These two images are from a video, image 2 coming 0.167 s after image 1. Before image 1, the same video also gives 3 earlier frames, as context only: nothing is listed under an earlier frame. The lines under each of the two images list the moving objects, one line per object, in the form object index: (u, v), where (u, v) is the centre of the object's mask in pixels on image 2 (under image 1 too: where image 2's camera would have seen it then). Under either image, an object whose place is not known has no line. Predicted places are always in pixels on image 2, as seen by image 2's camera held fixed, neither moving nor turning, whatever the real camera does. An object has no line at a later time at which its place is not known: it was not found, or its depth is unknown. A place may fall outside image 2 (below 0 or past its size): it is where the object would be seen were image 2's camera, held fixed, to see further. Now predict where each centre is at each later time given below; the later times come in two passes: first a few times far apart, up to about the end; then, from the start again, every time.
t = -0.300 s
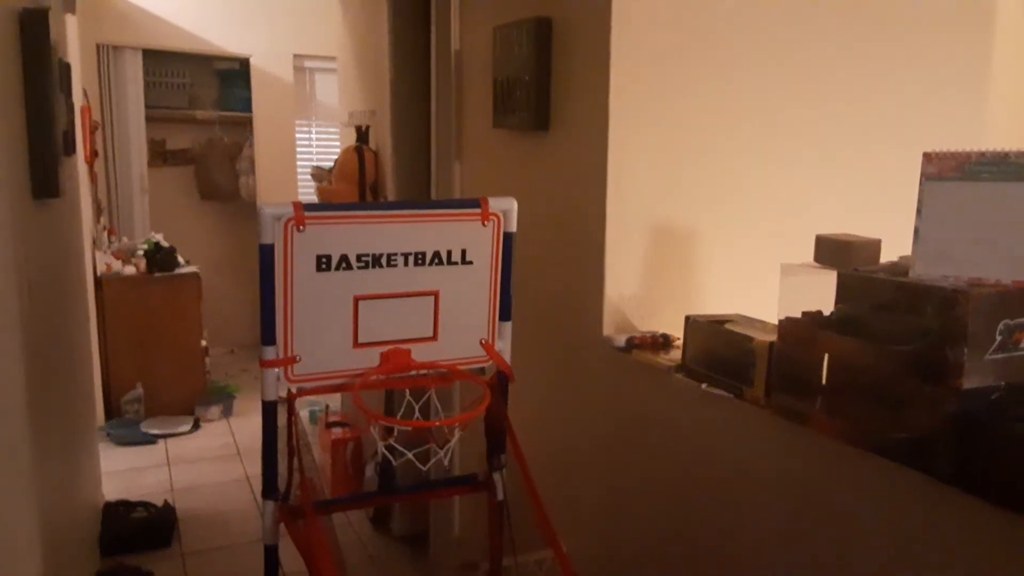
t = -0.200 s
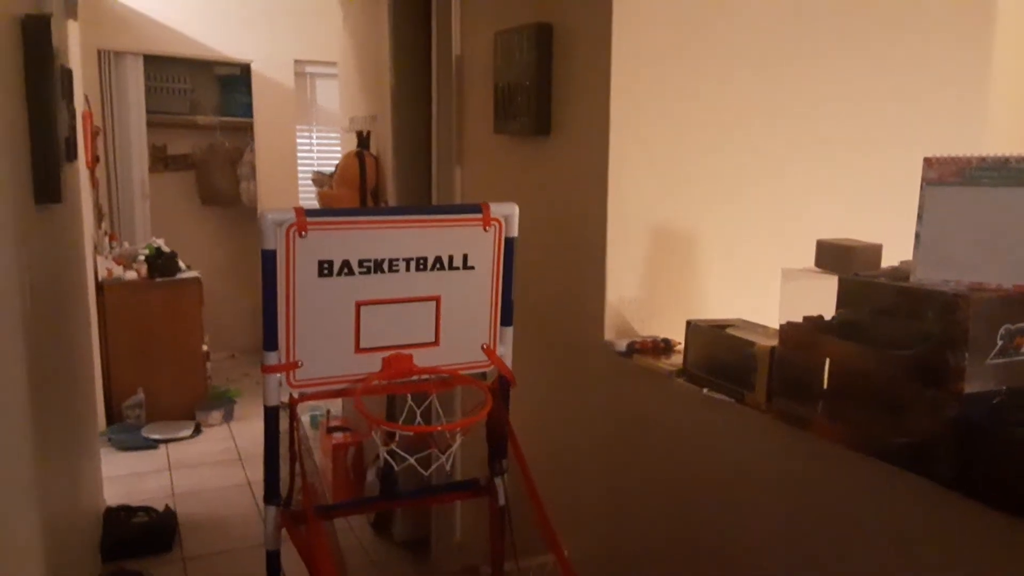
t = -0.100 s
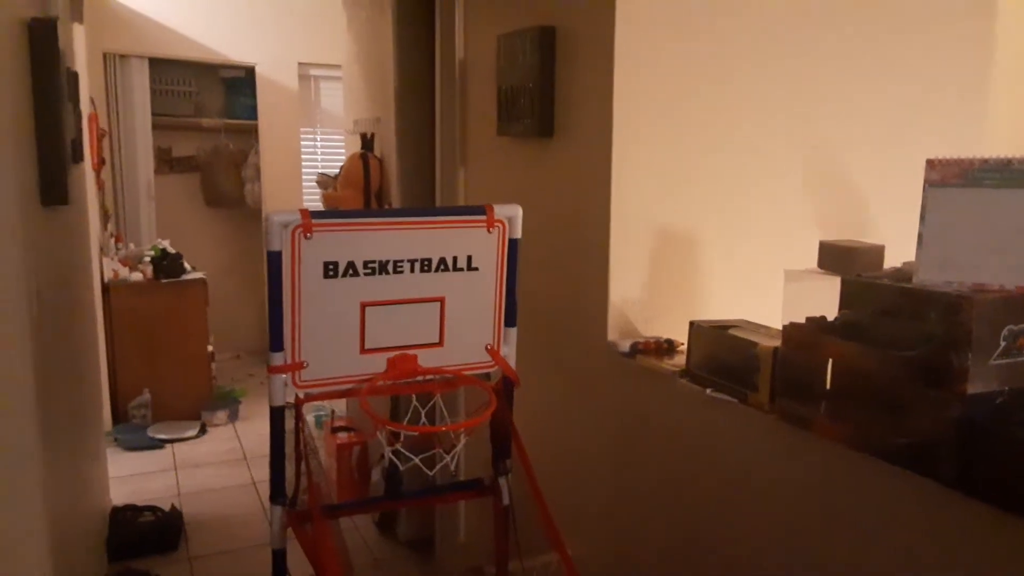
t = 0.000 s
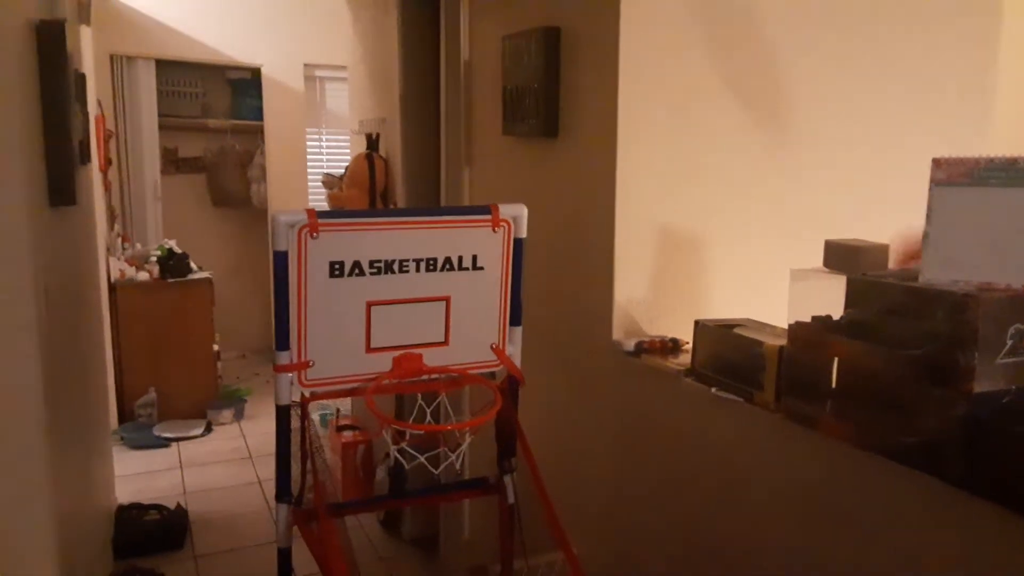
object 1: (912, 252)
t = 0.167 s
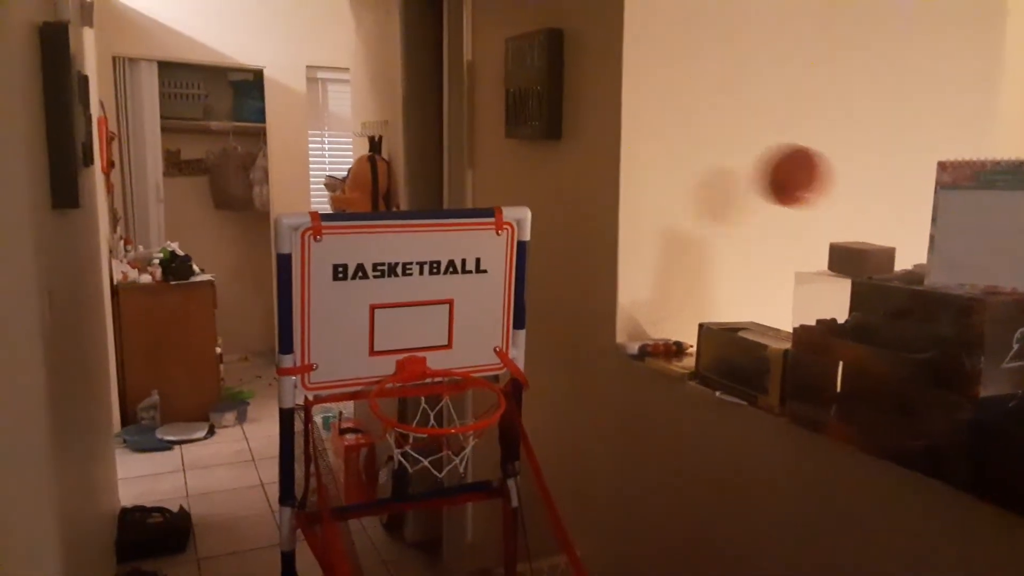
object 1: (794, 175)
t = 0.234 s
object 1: (732, 172)
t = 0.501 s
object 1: (399, 453)
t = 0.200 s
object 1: (763, 171)
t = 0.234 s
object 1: (732, 172)
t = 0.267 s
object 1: (697, 180)
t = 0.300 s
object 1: (661, 193)
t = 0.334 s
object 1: (616, 222)
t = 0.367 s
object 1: (578, 253)
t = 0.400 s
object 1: (539, 292)
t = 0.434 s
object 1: (478, 349)
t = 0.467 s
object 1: (427, 411)
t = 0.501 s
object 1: (399, 453)
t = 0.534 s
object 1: (381, 499)
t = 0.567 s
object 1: (359, 546)
